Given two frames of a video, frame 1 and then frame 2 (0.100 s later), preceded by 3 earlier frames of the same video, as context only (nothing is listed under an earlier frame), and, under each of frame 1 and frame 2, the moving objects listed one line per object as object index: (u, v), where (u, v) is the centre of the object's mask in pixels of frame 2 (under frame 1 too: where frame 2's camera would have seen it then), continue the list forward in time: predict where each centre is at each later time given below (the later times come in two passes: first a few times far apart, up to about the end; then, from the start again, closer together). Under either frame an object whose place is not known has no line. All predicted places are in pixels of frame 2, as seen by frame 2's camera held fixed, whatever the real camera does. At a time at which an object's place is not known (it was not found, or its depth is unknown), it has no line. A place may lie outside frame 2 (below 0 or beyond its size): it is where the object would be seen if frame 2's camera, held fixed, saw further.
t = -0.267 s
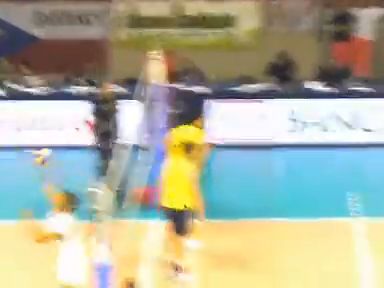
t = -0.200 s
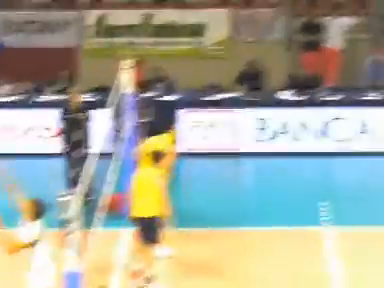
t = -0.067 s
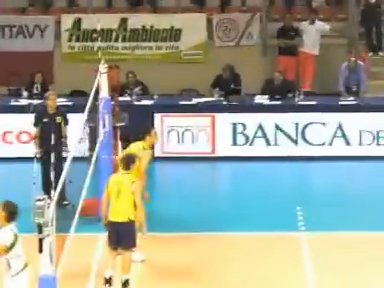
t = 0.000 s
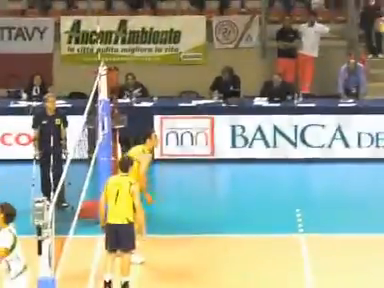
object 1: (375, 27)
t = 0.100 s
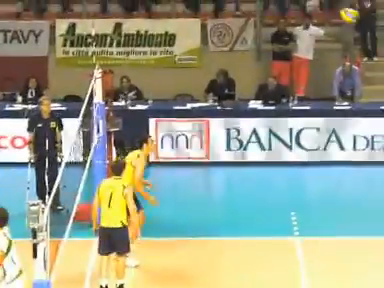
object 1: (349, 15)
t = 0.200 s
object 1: (318, 10)
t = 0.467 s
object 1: (230, 26)
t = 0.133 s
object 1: (339, 13)
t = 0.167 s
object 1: (328, 10)
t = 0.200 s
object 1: (318, 10)
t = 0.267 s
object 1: (295, 10)
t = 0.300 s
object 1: (286, 9)
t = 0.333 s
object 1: (275, 11)
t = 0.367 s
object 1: (265, 13)
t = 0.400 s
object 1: (255, 17)
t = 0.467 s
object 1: (230, 26)
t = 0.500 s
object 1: (221, 29)
